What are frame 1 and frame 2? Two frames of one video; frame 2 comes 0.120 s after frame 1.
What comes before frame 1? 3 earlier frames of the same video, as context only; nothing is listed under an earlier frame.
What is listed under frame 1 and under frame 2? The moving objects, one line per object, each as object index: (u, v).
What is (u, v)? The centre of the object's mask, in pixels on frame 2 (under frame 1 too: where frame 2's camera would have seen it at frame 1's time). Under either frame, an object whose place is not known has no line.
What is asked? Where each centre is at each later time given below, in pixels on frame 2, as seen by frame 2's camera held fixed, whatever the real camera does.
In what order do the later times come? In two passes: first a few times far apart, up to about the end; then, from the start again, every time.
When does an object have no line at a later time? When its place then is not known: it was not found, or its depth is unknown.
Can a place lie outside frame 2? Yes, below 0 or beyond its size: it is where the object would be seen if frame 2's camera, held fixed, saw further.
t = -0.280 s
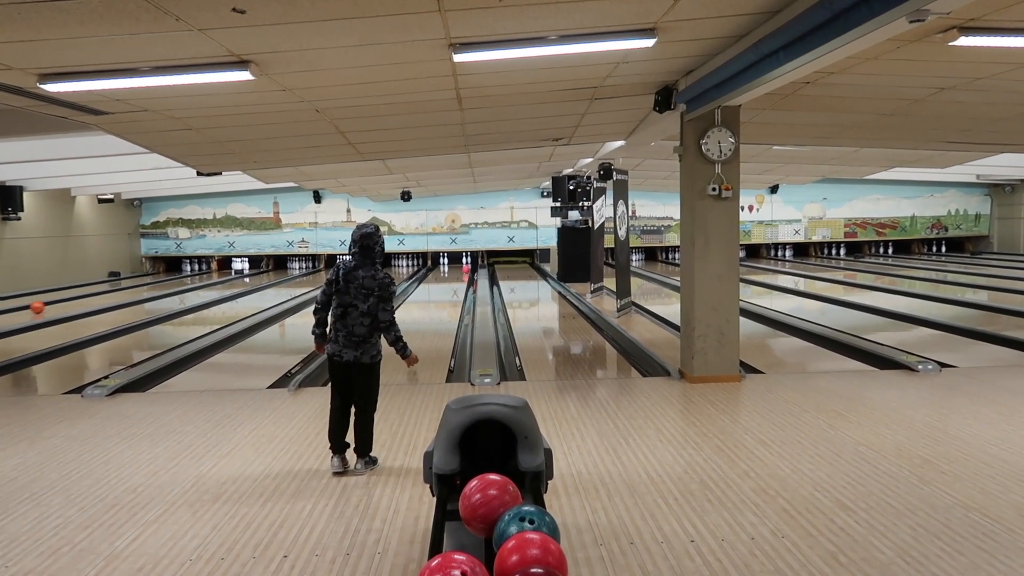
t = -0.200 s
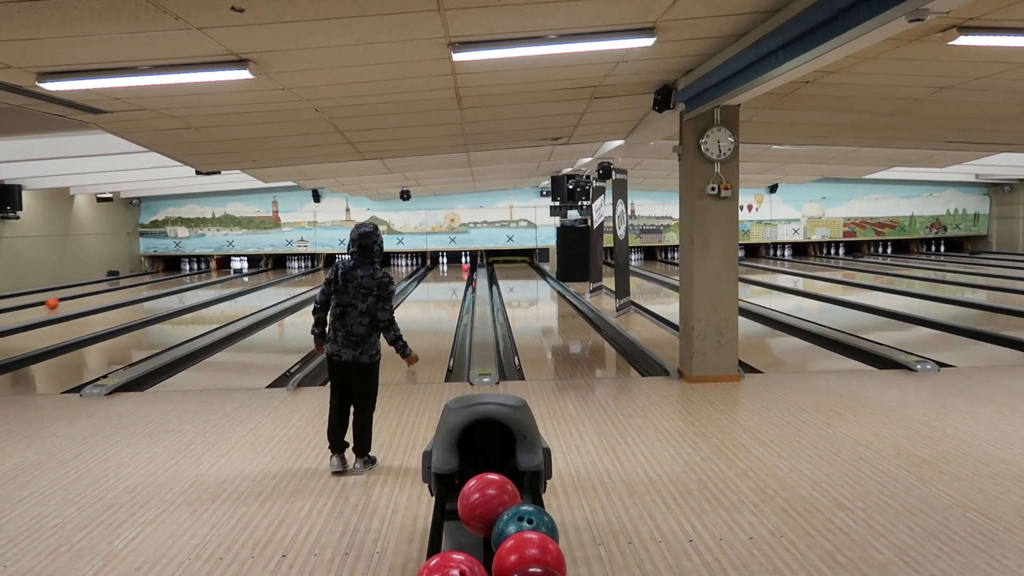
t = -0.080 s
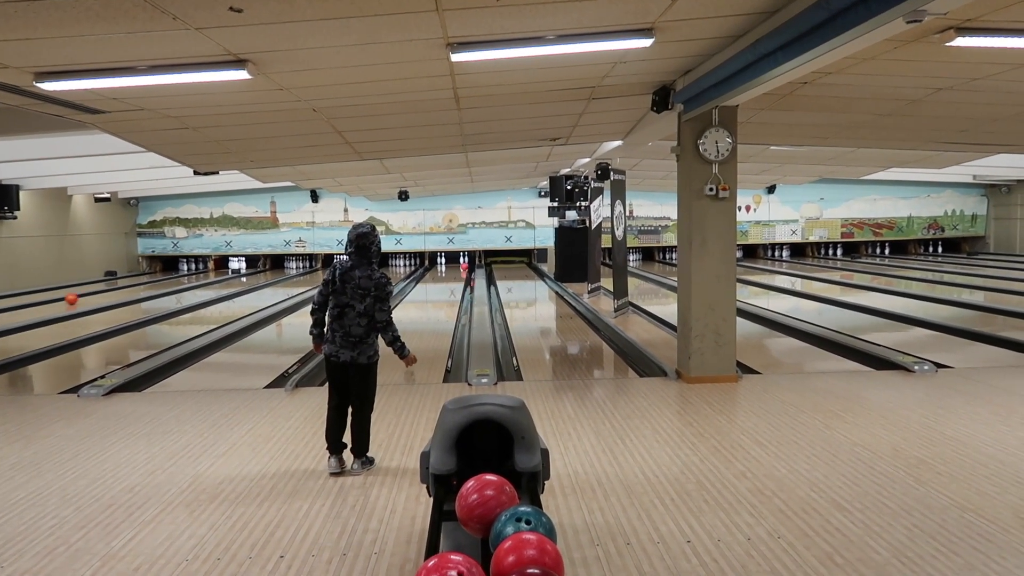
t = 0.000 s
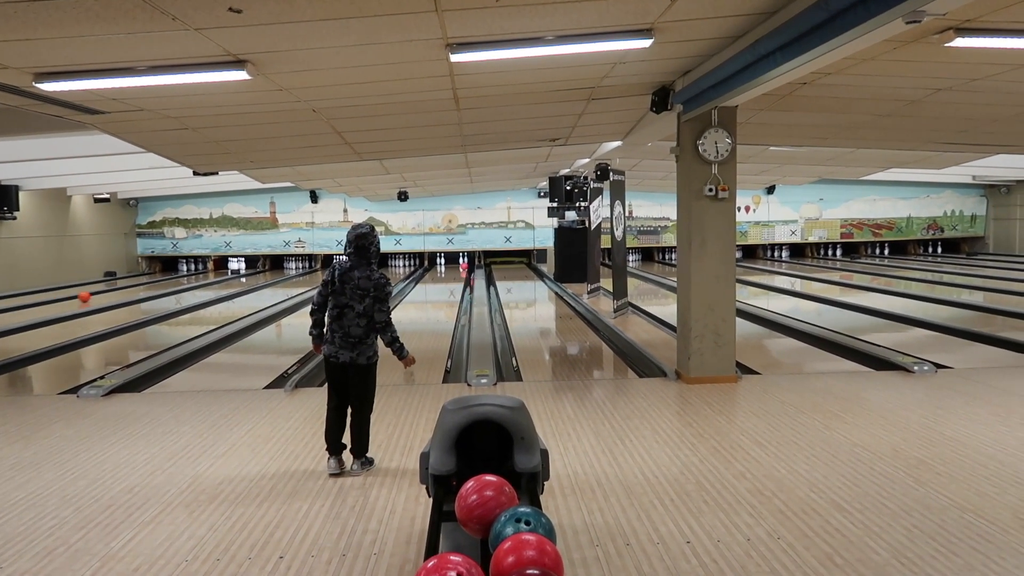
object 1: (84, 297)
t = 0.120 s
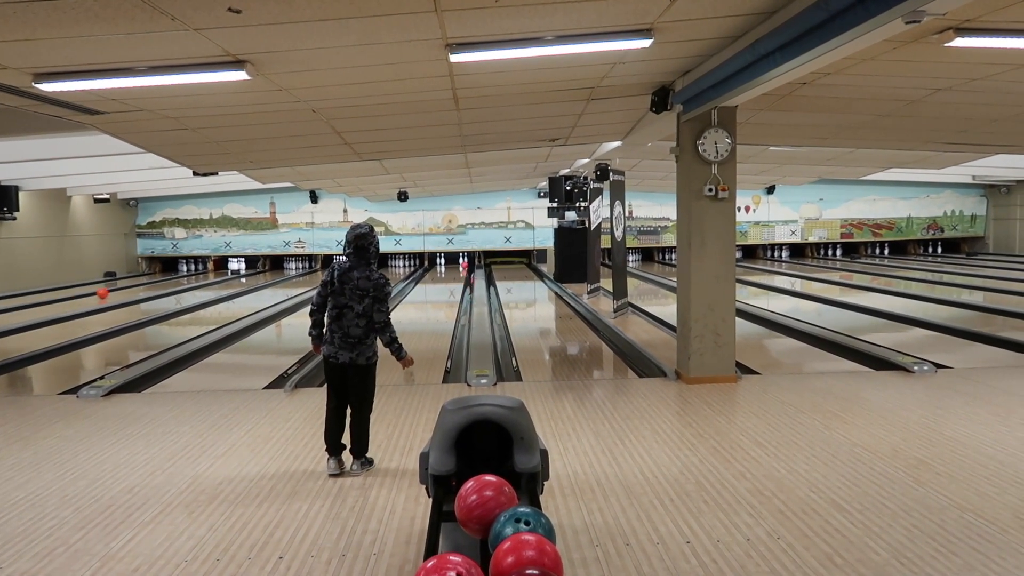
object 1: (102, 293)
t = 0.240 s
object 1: (119, 290)
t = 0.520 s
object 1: (151, 283)
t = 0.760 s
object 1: (174, 279)
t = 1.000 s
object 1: (194, 275)
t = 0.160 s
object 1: (108, 292)
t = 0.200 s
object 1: (113, 291)
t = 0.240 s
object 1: (119, 290)
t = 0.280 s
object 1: (124, 289)
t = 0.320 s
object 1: (129, 288)
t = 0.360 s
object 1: (133, 287)
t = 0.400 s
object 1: (138, 286)
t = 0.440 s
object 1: (143, 285)
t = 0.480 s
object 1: (147, 284)
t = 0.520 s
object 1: (151, 283)
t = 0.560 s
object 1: (155, 282)
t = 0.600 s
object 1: (160, 282)
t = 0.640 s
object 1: (163, 281)
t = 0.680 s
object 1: (167, 280)
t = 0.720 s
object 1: (171, 279)
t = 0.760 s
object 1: (174, 279)
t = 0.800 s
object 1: (178, 278)
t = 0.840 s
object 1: (182, 277)
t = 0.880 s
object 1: (185, 277)
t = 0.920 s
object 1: (188, 276)
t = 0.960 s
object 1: (191, 276)
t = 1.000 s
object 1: (194, 275)
